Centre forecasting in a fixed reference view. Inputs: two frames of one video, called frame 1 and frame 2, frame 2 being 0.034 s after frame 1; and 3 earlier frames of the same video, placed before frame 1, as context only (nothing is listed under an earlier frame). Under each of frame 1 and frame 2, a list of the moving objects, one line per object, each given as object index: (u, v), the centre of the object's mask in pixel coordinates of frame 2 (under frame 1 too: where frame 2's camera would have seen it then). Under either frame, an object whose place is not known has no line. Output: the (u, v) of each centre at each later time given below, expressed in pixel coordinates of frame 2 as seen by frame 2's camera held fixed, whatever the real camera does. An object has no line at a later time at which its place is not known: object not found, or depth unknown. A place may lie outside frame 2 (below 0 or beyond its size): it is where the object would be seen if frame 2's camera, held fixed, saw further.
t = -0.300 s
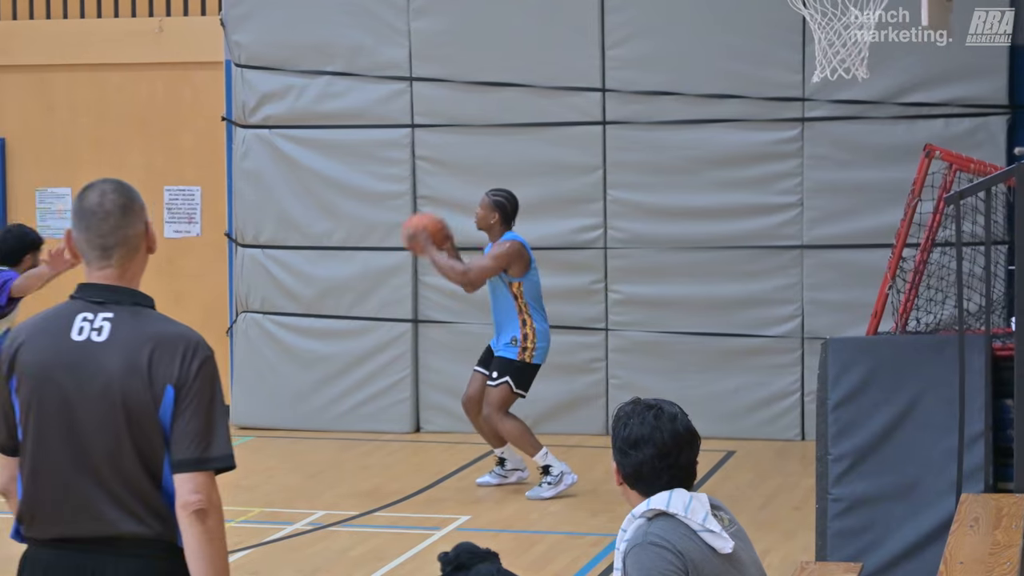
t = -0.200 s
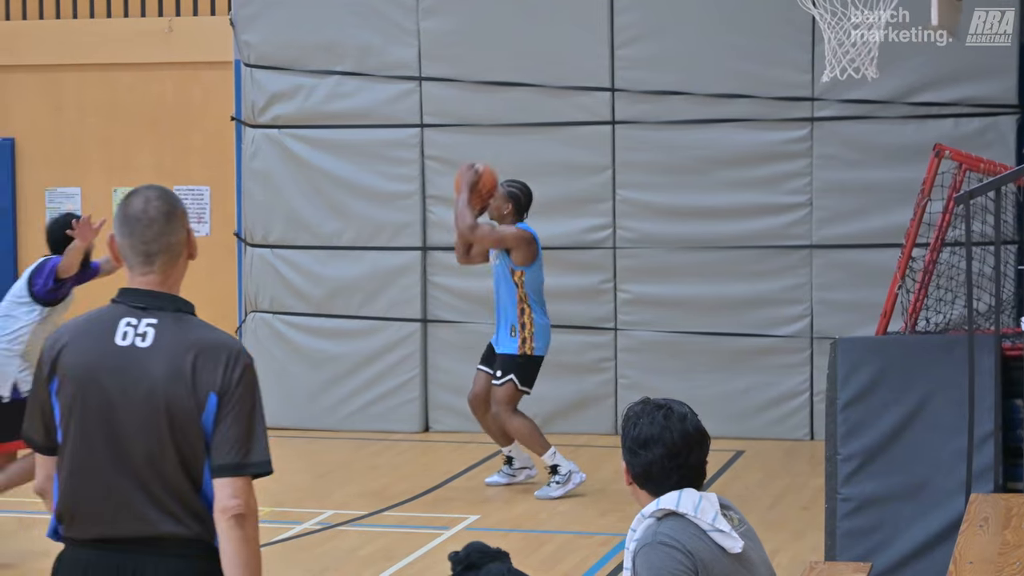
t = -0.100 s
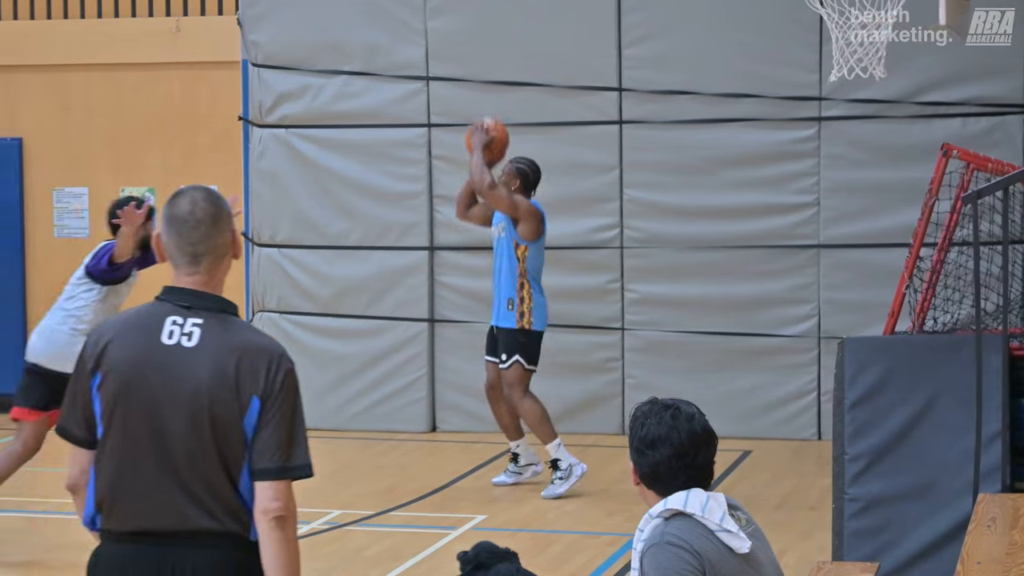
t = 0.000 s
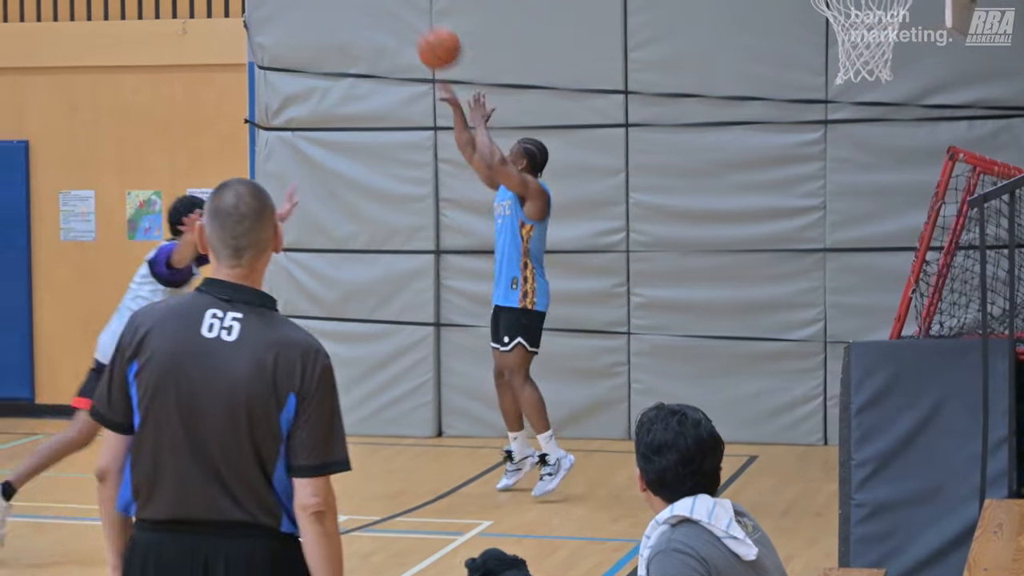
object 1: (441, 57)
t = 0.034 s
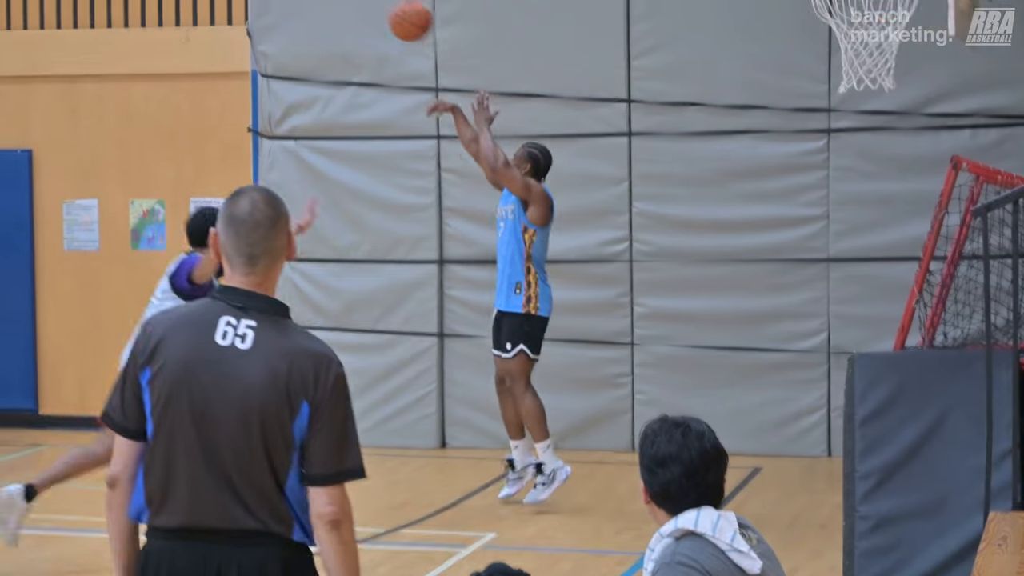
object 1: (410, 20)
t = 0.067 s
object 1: (379, -7)
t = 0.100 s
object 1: (347, -37)
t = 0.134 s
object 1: (313, -72)
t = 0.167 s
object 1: (276, -112)
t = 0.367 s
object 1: (63, -278)
